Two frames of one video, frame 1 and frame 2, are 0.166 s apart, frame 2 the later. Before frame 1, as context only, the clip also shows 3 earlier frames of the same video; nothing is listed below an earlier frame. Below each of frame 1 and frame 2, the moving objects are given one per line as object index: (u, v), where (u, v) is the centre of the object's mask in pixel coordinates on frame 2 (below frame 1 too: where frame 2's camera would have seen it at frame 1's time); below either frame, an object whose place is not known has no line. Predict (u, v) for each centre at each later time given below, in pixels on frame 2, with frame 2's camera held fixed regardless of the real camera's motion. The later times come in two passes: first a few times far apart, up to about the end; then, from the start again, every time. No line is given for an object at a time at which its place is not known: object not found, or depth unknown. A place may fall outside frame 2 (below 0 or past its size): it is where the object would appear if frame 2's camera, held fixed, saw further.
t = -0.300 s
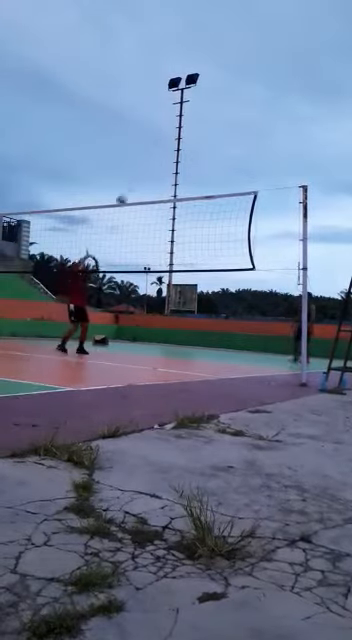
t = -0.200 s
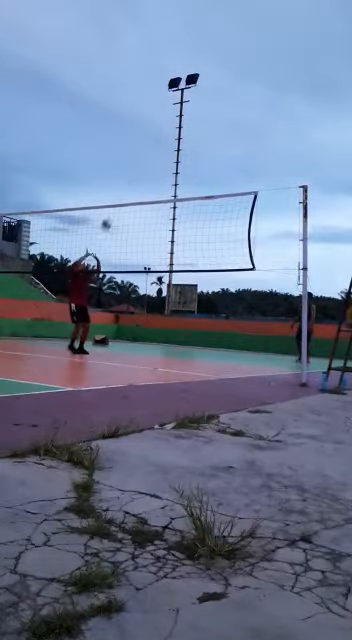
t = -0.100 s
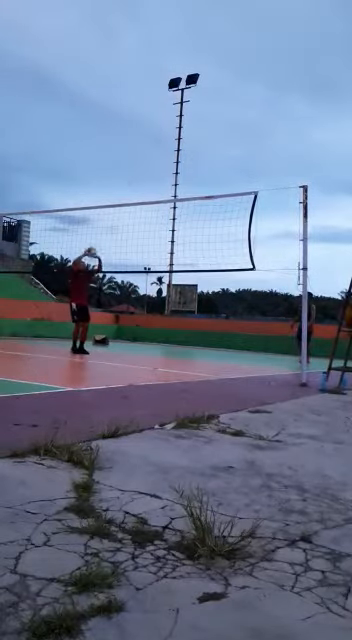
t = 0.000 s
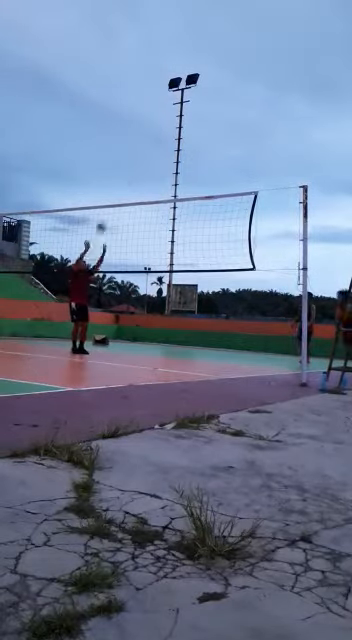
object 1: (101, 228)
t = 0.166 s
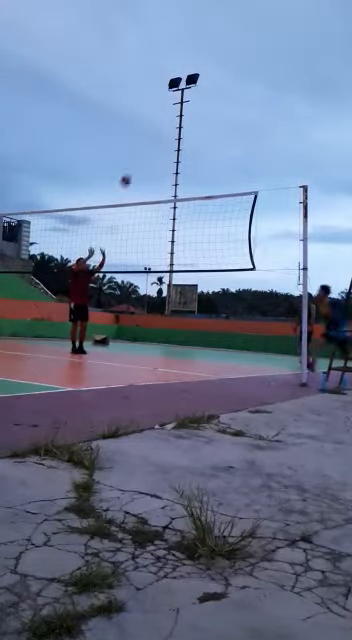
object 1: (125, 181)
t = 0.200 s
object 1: (131, 173)
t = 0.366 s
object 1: (155, 142)
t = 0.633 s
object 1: (196, 122)
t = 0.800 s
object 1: (222, 131)
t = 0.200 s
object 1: (131, 173)
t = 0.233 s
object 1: (136, 166)
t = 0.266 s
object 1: (140, 159)
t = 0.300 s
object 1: (146, 153)
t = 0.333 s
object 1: (150, 147)
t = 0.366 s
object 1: (155, 142)
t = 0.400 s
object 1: (160, 137)
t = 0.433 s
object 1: (166, 133)
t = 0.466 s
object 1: (170, 129)
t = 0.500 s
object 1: (175, 127)
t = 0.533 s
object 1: (180, 124)
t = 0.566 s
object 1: (185, 123)
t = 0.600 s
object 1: (191, 122)
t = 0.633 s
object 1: (196, 122)
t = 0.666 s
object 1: (201, 122)
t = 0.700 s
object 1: (206, 123)
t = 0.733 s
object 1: (211, 125)
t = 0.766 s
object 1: (216, 128)
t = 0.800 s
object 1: (222, 131)
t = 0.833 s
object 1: (227, 135)
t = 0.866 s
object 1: (232, 141)
